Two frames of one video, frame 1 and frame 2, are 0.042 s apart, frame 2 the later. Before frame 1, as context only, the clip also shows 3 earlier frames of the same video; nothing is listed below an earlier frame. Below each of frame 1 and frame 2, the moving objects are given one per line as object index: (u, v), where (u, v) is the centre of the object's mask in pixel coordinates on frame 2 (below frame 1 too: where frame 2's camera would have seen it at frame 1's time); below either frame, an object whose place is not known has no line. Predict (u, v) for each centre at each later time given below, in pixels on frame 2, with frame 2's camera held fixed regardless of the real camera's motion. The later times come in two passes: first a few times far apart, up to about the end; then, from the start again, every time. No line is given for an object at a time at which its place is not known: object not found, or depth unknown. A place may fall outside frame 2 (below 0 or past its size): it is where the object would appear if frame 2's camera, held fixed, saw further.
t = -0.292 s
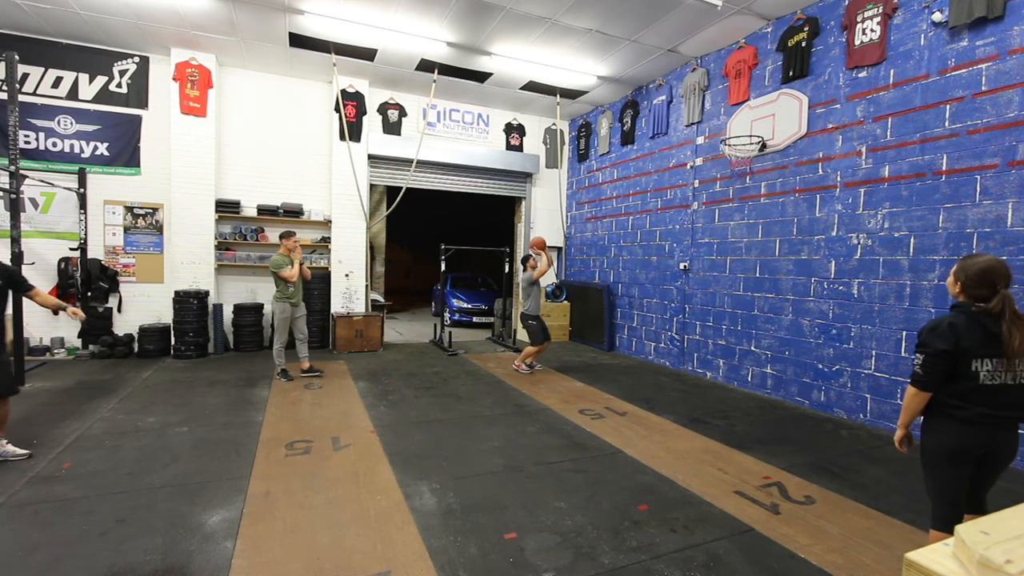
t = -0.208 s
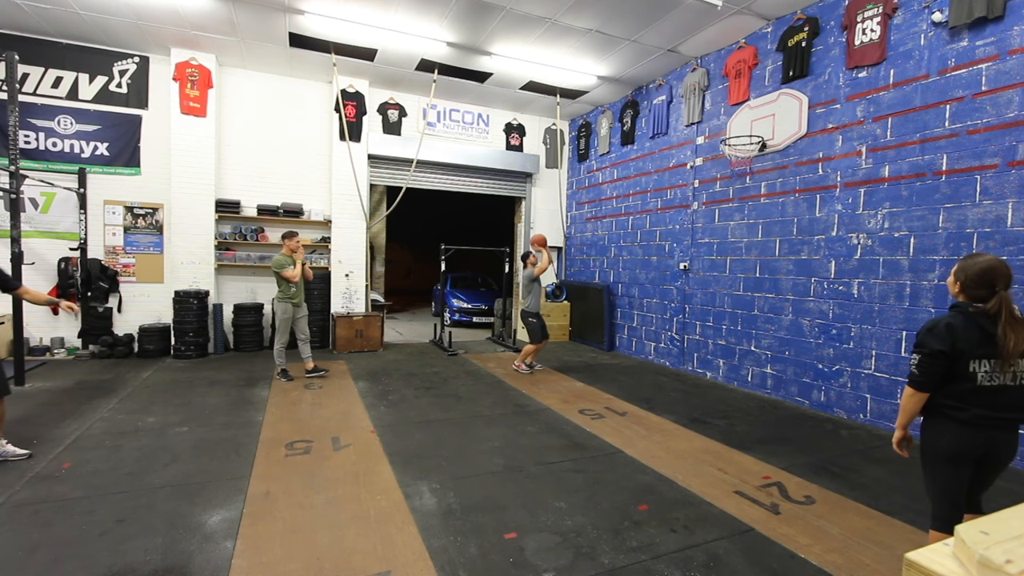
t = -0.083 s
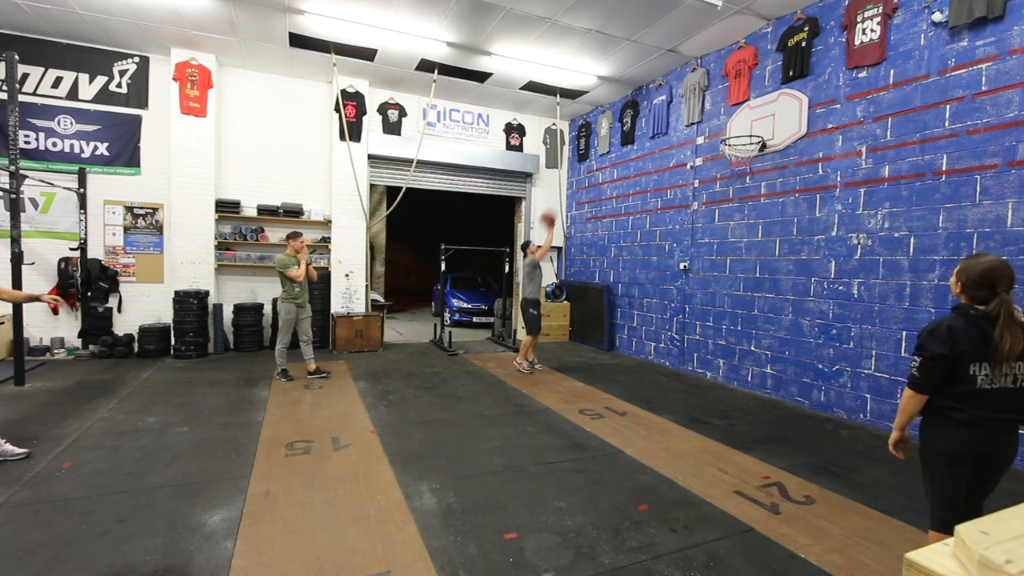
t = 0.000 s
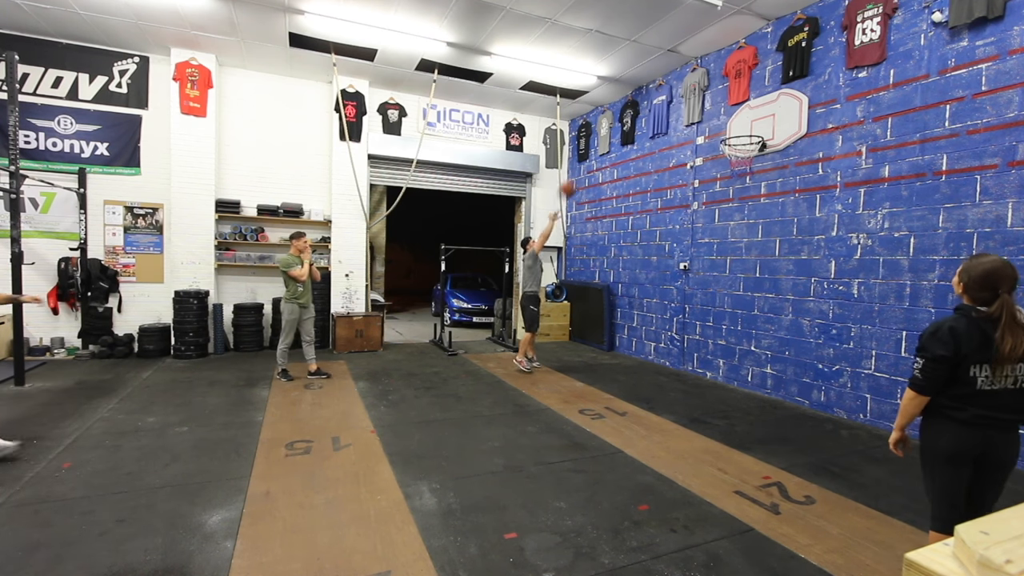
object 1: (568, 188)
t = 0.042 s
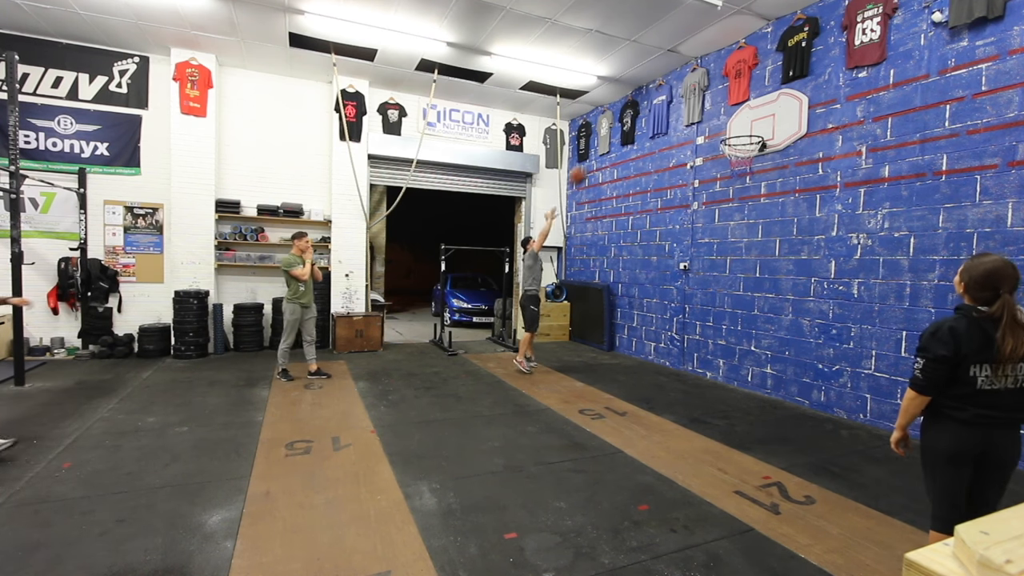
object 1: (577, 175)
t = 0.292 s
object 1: (642, 119)
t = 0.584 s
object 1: (722, 110)
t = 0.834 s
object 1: (772, 110)
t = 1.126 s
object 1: (771, 106)
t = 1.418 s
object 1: (766, 176)
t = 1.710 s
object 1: (754, 331)
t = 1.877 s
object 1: (755, 367)
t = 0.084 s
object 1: (587, 163)
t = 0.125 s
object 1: (598, 152)
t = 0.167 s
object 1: (609, 142)
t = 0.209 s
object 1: (620, 133)
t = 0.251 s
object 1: (630, 125)
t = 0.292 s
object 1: (642, 119)
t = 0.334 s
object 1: (653, 114)
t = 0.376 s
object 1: (664, 110)
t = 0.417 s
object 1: (676, 108)
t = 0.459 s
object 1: (688, 106)
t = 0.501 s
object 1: (700, 106)
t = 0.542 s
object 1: (711, 107)
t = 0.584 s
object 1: (722, 110)
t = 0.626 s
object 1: (734, 114)
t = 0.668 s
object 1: (747, 121)
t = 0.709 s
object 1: (758, 127)
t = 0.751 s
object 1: (765, 124)
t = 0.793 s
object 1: (770, 117)
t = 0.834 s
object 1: (772, 110)
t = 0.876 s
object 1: (772, 105)
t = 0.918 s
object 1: (772, 102)
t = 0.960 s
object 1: (772, 100)
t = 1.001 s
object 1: (772, 99)
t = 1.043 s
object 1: (772, 100)
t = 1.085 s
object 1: (771, 102)
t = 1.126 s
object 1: (771, 106)
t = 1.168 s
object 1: (770, 111)
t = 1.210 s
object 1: (770, 118)
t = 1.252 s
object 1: (769, 126)
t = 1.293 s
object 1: (768, 137)
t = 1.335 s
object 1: (767, 149)
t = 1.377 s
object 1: (766, 163)
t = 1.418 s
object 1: (766, 176)
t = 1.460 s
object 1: (764, 195)
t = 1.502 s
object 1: (763, 213)
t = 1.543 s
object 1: (761, 234)
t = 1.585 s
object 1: (759, 255)
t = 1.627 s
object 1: (757, 280)
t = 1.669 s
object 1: (756, 306)
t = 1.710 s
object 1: (754, 331)
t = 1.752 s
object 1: (751, 362)
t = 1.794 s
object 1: (748, 395)
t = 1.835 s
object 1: (750, 392)
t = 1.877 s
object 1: (755, 367)
